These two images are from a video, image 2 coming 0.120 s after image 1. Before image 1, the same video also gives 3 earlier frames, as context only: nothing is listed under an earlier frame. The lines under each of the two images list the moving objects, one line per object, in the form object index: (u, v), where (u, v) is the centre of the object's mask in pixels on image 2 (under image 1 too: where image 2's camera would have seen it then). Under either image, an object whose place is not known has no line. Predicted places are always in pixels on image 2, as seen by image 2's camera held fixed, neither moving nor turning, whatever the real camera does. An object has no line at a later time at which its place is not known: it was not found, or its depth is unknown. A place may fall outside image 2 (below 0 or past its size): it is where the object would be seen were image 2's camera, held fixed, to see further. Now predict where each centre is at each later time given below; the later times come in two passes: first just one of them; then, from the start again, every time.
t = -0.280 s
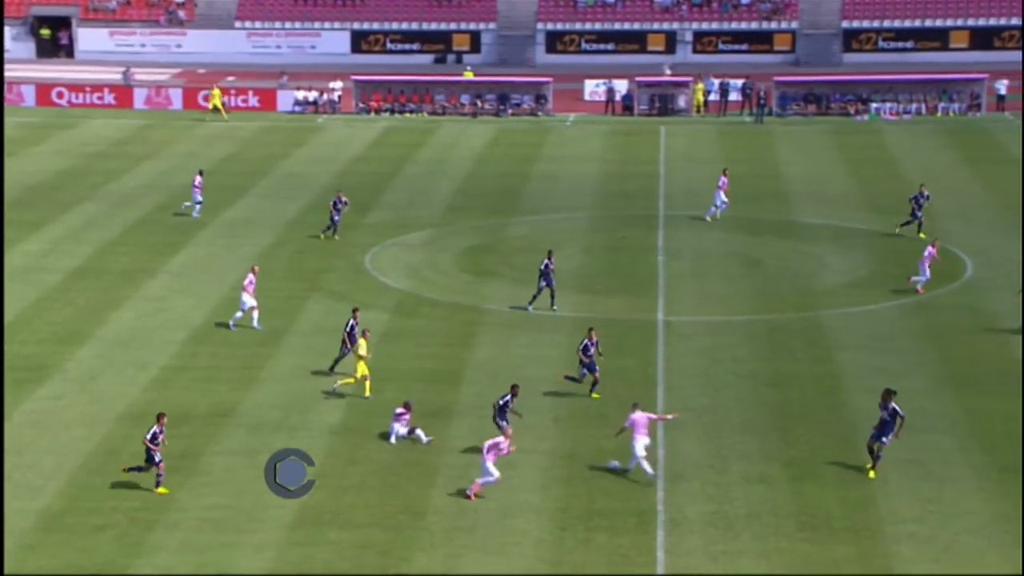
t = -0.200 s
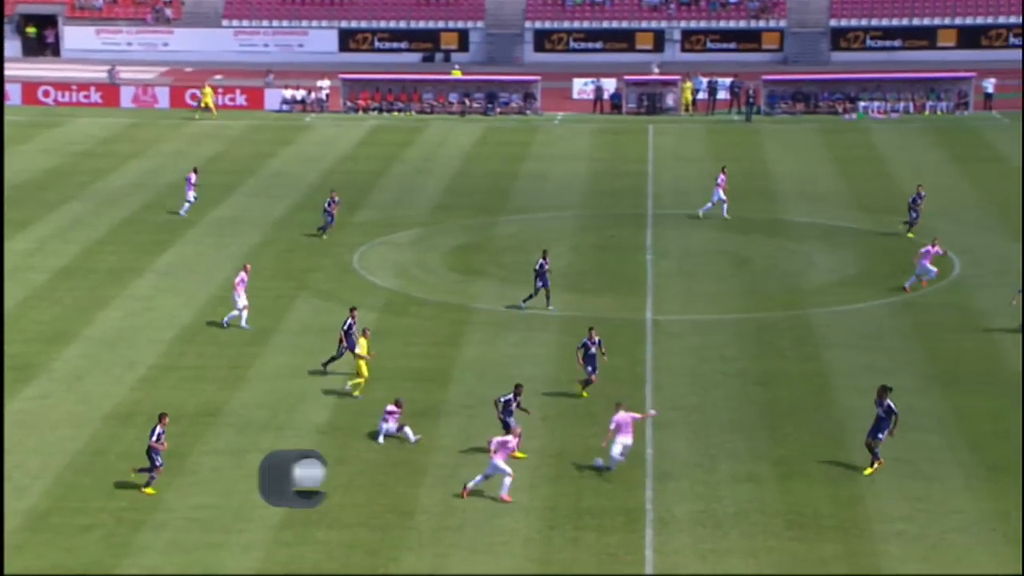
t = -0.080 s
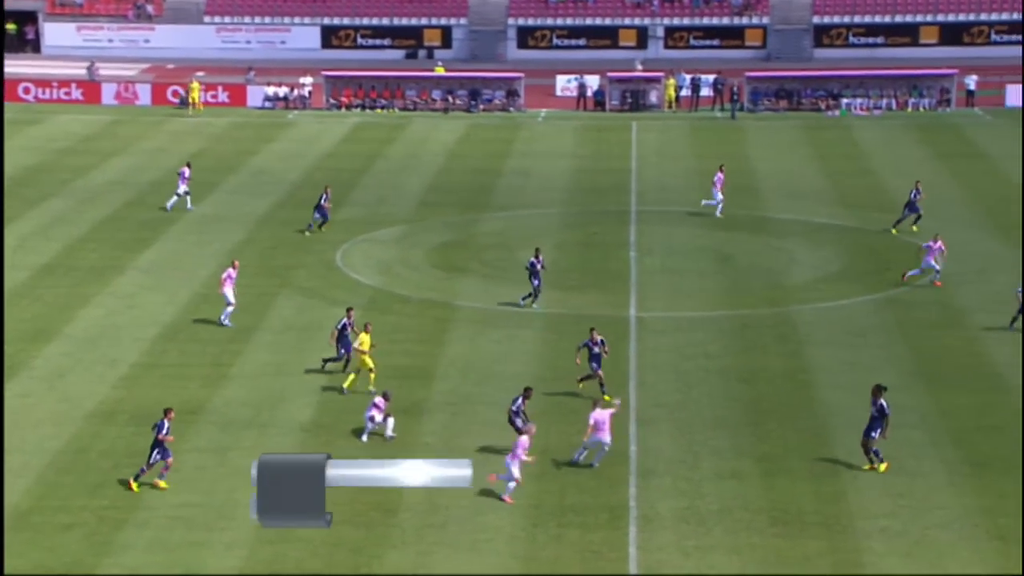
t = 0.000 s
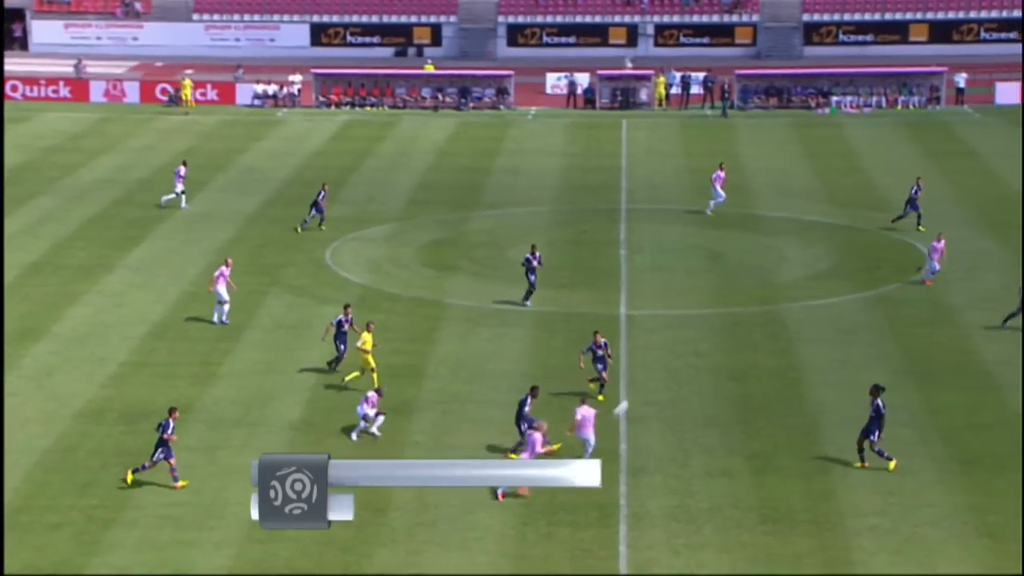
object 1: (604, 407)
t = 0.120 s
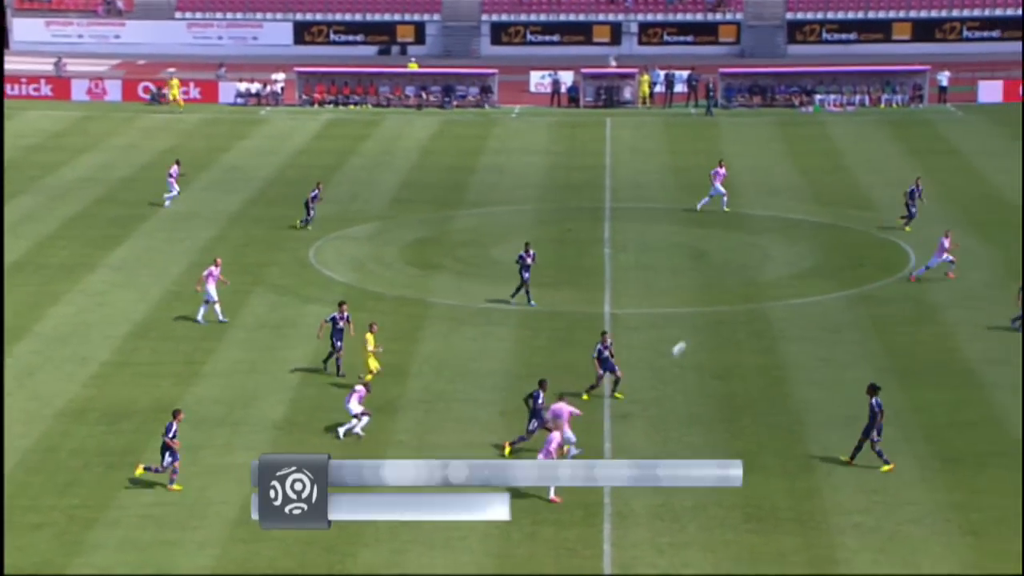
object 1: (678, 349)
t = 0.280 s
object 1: (770, 284)
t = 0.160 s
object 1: (702, 331)
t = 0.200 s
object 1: (725, 314)
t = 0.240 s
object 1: (748, 299)
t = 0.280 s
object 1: (770, 284)
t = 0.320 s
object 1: (792, 270)
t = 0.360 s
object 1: (813, 257)
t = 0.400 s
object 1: (834, 245)
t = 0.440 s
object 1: (855, 233)
